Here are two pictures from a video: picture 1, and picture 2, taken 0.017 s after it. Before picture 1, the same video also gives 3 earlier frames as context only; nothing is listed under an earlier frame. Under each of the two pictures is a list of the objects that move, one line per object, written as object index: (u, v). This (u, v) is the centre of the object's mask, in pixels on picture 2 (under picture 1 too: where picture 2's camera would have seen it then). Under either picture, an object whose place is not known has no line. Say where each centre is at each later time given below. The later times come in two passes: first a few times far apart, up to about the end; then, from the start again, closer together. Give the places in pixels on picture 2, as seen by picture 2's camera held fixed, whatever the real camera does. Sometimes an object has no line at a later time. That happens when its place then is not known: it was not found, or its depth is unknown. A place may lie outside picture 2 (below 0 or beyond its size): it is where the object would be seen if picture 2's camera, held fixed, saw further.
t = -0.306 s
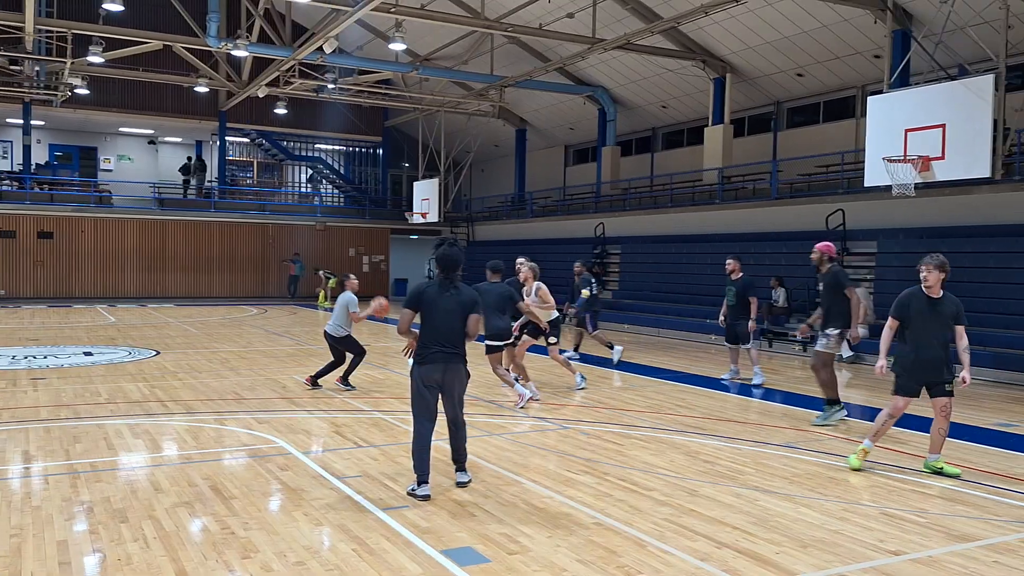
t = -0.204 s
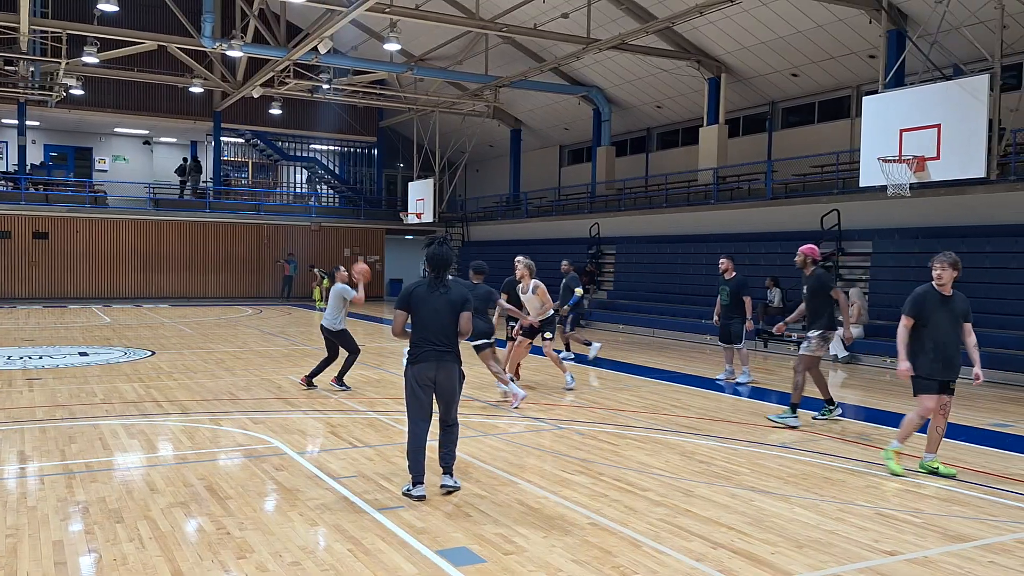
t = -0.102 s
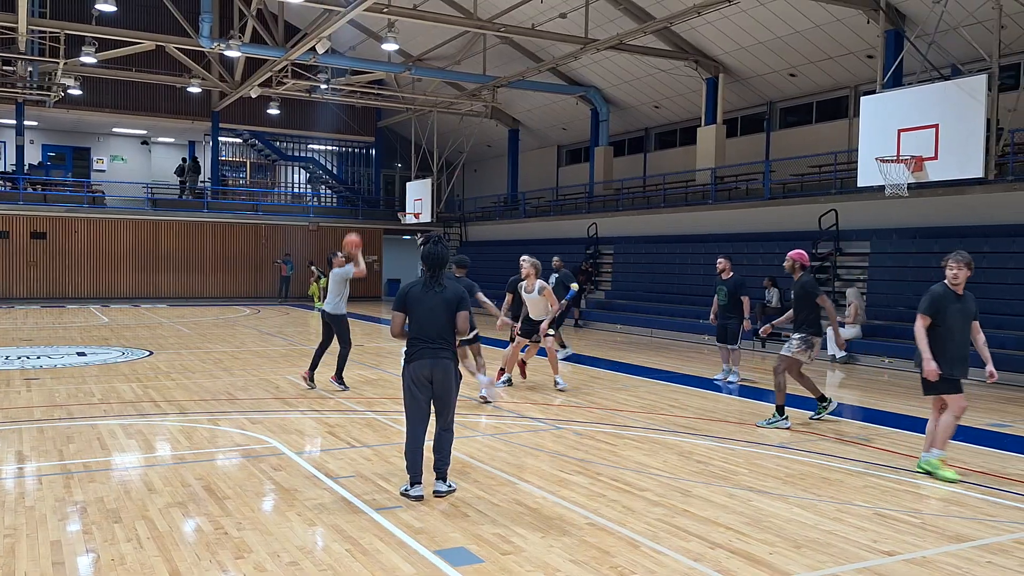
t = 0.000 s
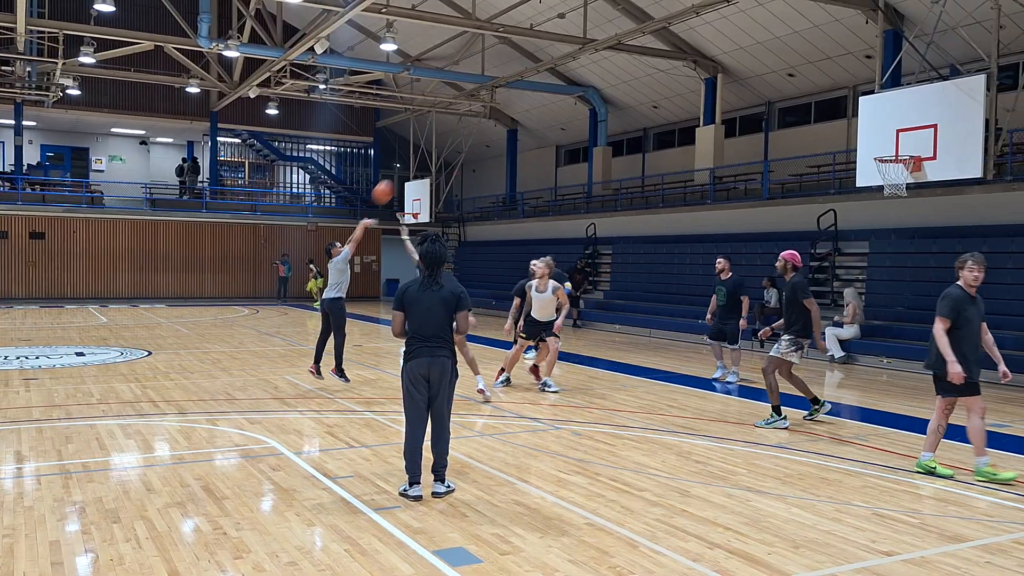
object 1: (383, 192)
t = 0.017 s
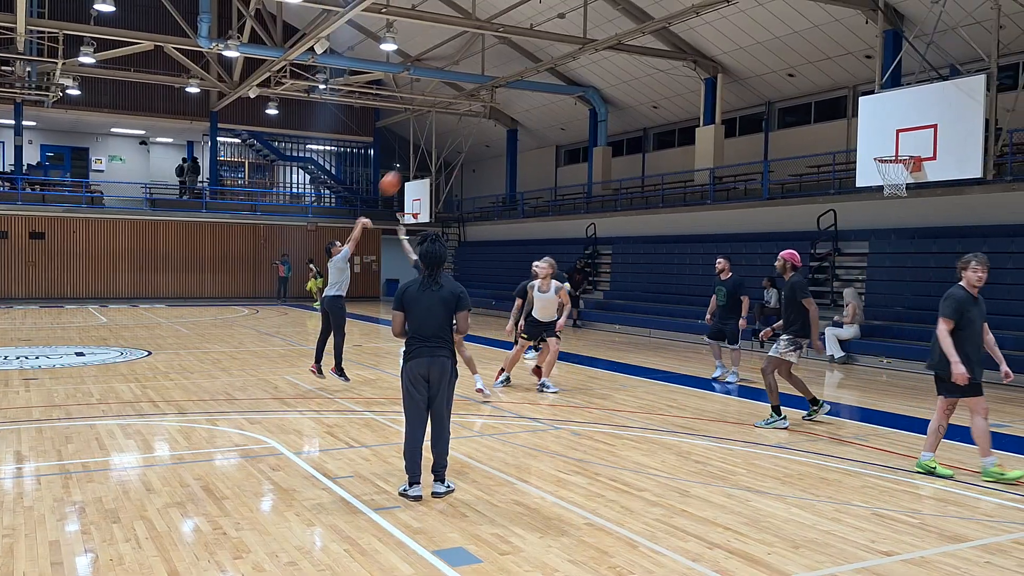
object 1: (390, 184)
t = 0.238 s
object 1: (484, 91)
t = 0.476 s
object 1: (583, 35)
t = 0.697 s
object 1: (670, 23)
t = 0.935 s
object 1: (760, 53)
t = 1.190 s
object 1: (848, 129)
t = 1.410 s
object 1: (873, 126)
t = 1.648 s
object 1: (878, 123)
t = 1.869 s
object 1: (883, 145)
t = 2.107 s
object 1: (895, 145)
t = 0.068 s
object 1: (411, 159)
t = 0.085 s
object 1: (419, 151)
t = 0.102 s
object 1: (425, 144)
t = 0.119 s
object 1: (433, 137)
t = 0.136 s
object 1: (441, 129)
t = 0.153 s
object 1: (448, 123)
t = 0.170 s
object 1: (456, 116)
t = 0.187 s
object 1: (463, 109)
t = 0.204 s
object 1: (470, 103)
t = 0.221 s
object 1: (477, 96)
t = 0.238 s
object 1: (484, 91)
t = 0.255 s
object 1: (492, 85)
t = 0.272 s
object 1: (499, 81)
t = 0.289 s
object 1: (505, 76)
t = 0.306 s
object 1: (512, 72)
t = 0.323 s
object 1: (519, 67)
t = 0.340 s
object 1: (527, 62)
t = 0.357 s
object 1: (534, 58)
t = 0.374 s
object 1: (541, 54)
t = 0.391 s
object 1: (548, 50)
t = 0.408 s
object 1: (556, 47)
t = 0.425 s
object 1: (563, 44)
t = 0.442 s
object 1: (570, 40)
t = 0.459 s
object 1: (577, 37)
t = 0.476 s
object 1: (583, 35)
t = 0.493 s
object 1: (590, 33)
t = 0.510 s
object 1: (597, 31)
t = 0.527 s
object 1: (604, 29)
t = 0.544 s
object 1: (611, 27)
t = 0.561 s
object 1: (618, 26)
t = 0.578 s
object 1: (624, 25)
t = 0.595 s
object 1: (631, 24)
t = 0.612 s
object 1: (638, 23)
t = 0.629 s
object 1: (644, 23)
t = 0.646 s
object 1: (651, 22)
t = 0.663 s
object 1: (657, 23)
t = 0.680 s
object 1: (664, 23)
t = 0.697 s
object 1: (670, 23)
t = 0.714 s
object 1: (677, 23)
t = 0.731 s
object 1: (683, 25)
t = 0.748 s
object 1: (689, 26)
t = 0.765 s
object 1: (696, 28)
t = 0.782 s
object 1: (702, 29)
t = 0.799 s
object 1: (709, 31)
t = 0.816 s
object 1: (716, 33)
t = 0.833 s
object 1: (722, 35)
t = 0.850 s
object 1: (729, 37)
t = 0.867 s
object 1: (735, 40)
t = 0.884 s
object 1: (742, 43)
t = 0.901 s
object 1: (748, 47)
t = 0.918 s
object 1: (754, 49)
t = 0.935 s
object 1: (760, 53)
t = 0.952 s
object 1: (766, 56)
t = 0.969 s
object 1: (771, 60)
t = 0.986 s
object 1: (778, 65)
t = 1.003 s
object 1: (784, 68)
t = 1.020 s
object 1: (790, 73)
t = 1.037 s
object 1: (795, 78)
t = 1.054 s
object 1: (802, 83)
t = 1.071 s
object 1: (807, 88)
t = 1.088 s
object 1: (815, 94)
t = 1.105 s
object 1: (820, 100)
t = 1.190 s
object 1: (848, 129)
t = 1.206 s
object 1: (855, 137)
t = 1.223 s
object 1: (862, 145)
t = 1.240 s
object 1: (867, 151)
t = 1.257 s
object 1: (868, 150)
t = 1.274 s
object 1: (869, 147)
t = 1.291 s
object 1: (869, 143)
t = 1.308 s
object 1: (870, 140)
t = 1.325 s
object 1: (870, 137)
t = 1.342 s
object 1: (871, 134)
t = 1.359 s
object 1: (871, 132)
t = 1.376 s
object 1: (872, 130)
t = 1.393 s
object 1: (872, 128)
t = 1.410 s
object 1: (873, 126)
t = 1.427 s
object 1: (873, 124)
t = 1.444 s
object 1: (873, 123)
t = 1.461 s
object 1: (874, 122)
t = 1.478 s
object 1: (874, 120)
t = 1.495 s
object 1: (875, 120)
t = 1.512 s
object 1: (875, 119)
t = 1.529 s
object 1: (875, 119)
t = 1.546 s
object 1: (876, 119)
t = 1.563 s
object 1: (876, 119)
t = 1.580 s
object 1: (877, 119)
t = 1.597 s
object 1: (877, 120)
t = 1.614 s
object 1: (877, 121)
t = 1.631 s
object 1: (878, 122)
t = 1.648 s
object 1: (878, 123)
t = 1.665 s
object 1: (878, 125)
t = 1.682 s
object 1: (879, 127)
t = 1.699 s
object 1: (879, 128)
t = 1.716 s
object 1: (879, 130)
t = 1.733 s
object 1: (879, 133)
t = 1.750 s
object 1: (879, 135)
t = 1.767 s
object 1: (880, 138)
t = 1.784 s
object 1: (880, 141)
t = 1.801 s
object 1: (881, 145)
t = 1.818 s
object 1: (881, 148)
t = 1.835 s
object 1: (882, 147)
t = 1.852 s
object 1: (883, 146)
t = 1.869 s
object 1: (883, 145)
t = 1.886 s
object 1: (885, 144)
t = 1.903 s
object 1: (885, 144)
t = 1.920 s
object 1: (886, 144)
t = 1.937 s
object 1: (887, 144)
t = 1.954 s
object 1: (888, 144)
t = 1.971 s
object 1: (889, 145)
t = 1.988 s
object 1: (890, 145)
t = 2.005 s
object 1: (891, 146)
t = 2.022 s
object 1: (892, 147)
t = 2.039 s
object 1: (892, 147)
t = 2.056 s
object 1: (893, 146)
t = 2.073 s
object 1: (894, 146)
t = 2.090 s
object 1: (895, 145)
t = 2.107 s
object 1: (895, 145)
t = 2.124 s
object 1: (896, 145)
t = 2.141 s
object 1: (897, 146)
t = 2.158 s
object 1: (898, 146)
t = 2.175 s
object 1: (899, 147)
